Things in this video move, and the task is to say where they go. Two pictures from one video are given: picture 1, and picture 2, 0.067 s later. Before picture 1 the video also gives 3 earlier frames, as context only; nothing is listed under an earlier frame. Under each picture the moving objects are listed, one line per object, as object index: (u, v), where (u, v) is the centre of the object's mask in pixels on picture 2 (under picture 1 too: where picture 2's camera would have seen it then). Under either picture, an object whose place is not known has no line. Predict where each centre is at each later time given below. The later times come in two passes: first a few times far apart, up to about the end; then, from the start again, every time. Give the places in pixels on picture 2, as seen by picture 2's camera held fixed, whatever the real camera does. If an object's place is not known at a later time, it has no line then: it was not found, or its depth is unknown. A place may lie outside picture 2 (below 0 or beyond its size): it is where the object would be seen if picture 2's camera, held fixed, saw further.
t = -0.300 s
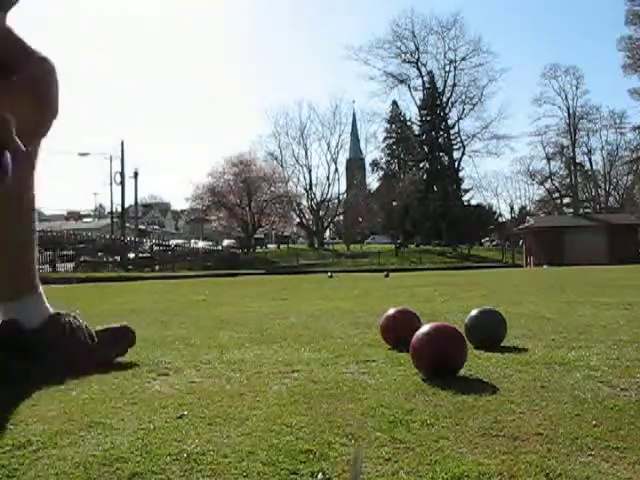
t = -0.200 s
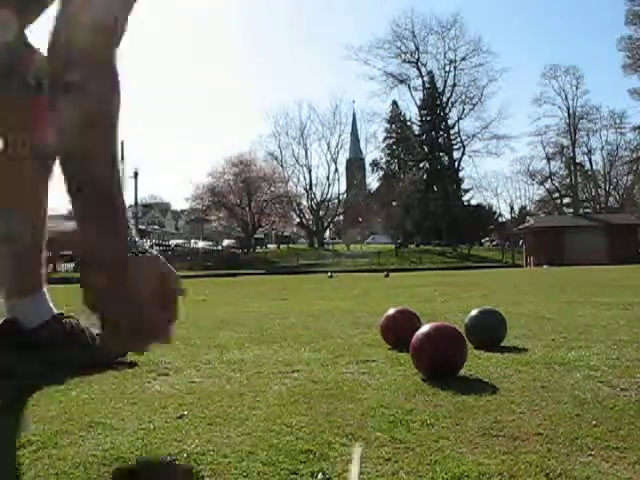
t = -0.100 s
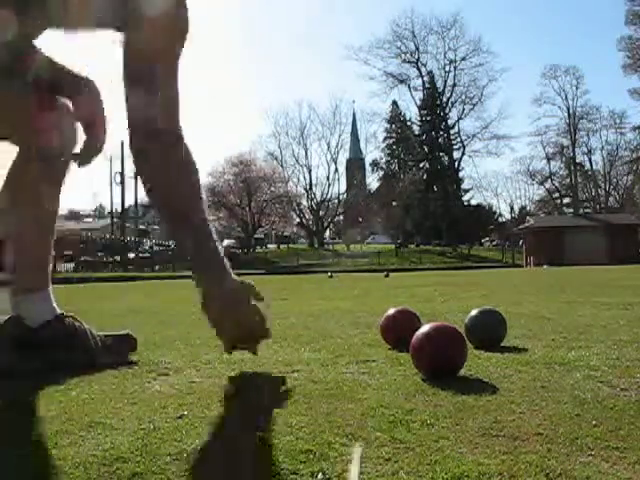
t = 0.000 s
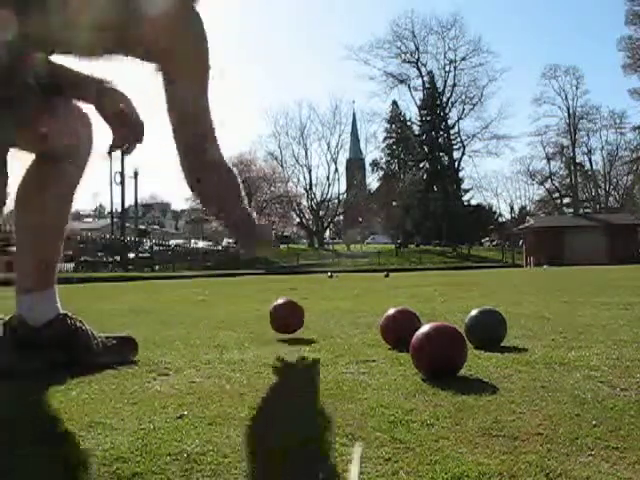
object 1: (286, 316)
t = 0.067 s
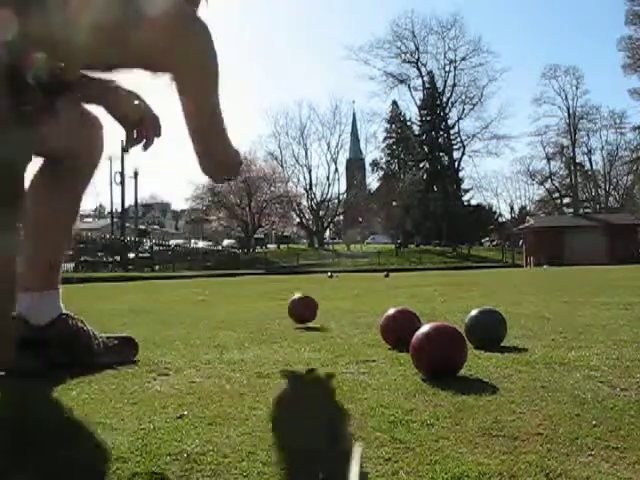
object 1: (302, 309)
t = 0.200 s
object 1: (321, 302)
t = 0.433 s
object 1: (336, 291)
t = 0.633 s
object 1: (343, 287)
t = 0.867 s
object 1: (347, 284)
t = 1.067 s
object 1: (352, 282)
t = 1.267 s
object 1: (355, 281)
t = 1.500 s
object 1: (357, 280)
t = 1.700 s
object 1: (358, 279)
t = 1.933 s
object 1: (359, 279)
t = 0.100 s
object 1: (308, 303)
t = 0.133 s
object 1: (313, 301)
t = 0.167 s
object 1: (317, 302)
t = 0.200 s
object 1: (321, 302)
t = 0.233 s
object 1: (324, 299)
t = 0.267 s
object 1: (326, 297)
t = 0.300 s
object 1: (329, 297)
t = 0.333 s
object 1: (331, 294)
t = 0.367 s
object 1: (333, 293)
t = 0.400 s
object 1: (334, 294)
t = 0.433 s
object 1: (336, 291)
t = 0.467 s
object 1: (337, 290)
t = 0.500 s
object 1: (338, 289)
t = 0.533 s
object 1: (340, 289)
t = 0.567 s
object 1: (341, 288)
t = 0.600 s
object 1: (342, 287)
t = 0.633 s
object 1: (343, 287)
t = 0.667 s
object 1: (343, 287)
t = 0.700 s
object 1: (344, 286)
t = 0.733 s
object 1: (345, 285)
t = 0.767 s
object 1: (346, 284)
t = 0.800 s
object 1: (346, 284)
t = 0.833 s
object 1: (347, 285)
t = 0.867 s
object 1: (347, 284)
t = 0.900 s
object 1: (348, 284)
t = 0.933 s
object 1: (349, 283)
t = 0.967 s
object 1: (351, 282)
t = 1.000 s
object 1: (350, 282)
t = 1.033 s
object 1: (351, 282)
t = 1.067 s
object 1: (352, 282)
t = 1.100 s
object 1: (352, 281)
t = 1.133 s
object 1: (353, 282)
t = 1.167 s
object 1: (353, 281)
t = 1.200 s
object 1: (354, 282)
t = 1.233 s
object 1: (355, 281)
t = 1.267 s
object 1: (355, 281)
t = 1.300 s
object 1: (355, 281)
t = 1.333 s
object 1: (356, 280)
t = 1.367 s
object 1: (356, 280)
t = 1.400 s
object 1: (356, 280)
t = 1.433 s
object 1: (356, 280)
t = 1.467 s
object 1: (356, 280)
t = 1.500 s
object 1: (357, 280)
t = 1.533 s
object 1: (356, 280)
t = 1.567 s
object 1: (357, 280)
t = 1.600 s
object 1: (357, 280)
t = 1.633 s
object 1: (357, 280)
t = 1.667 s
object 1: (358, 279)
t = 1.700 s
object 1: (358, 279)
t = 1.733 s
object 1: (358, 279)
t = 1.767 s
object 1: (358, 279)
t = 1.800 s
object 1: (358, 279)
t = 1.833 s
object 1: (358, 279)
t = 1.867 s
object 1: (359, 279)
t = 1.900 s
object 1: (359, 279)
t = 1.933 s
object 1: (359, 279)
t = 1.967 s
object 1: (359, 279)
